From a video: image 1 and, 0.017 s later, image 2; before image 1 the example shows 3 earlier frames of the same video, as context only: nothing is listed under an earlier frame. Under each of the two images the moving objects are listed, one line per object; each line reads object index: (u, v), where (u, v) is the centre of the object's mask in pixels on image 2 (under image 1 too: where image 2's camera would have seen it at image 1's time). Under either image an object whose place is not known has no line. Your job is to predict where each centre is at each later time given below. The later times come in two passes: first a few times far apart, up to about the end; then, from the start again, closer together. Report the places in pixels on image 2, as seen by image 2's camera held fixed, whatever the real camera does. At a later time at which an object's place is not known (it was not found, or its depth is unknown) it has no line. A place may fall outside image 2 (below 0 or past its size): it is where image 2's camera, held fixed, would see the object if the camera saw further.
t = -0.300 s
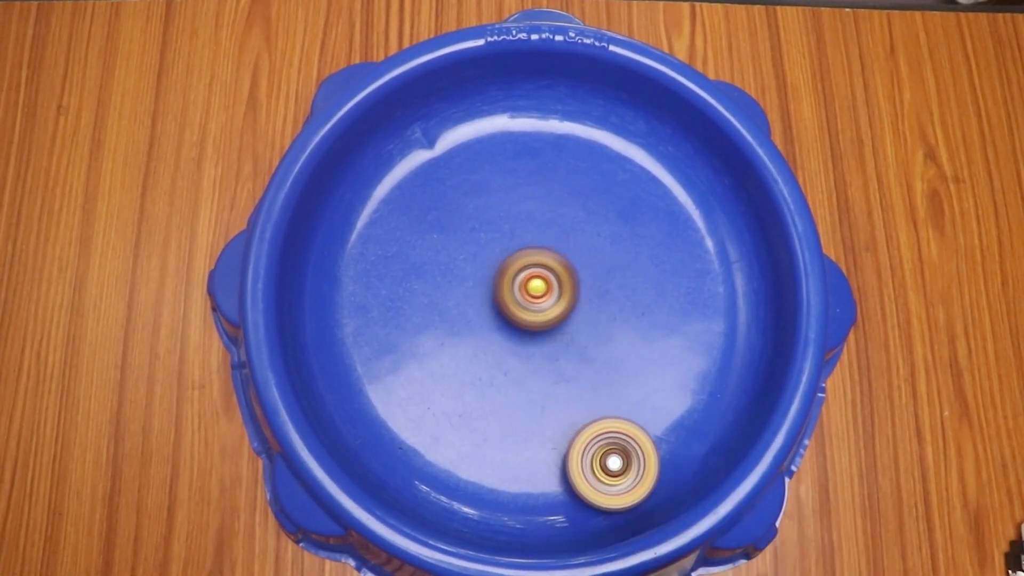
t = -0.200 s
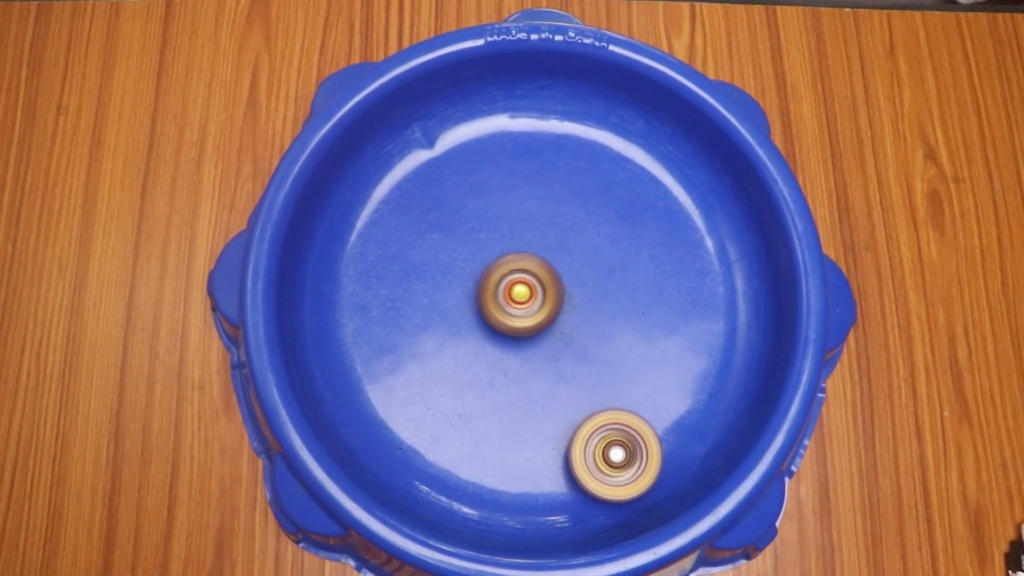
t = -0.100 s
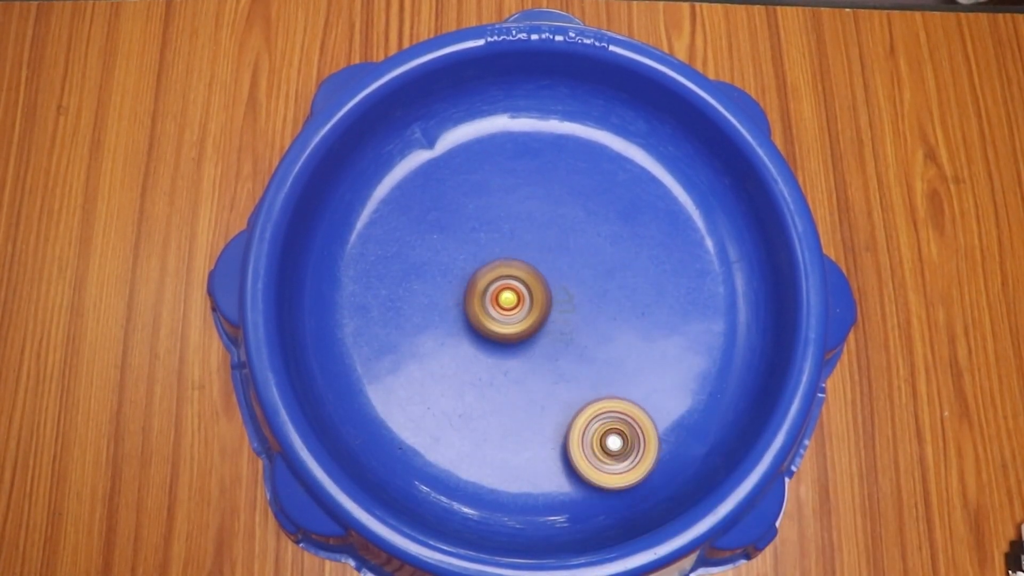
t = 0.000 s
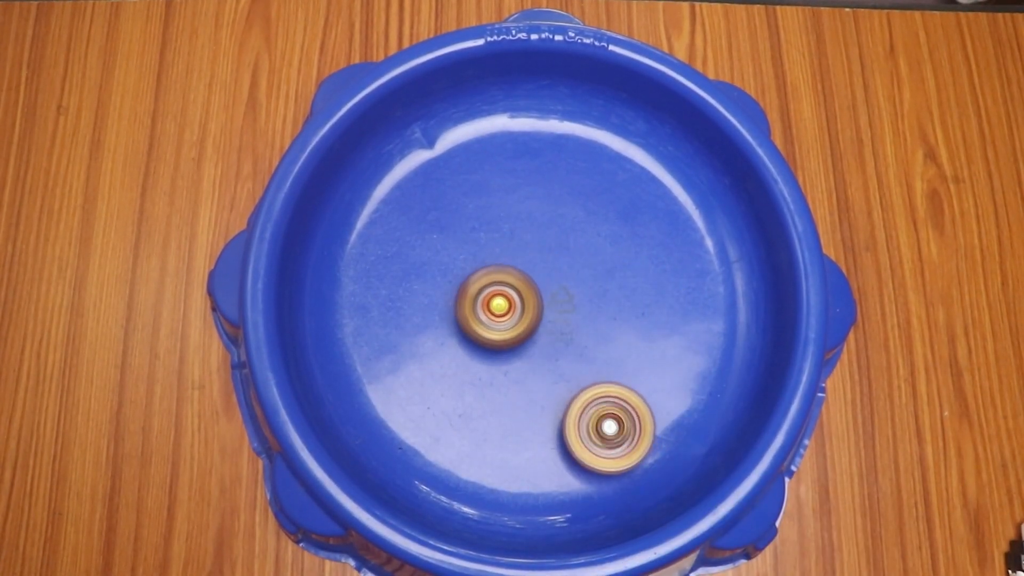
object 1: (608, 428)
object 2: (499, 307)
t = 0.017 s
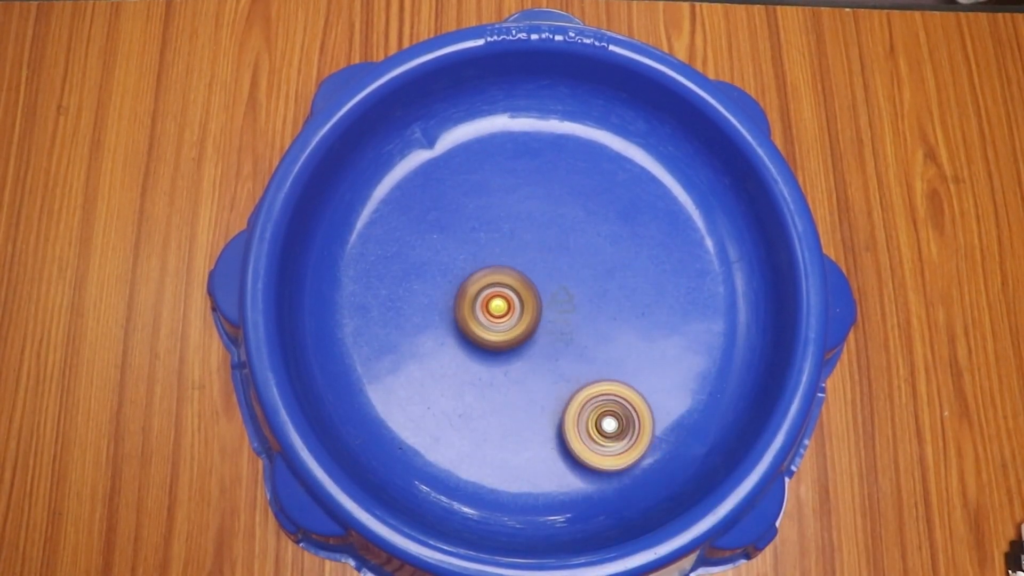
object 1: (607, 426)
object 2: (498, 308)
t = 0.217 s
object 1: (593, 391)
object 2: (495, 316)
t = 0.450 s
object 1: (593, 358)
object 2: (476, 295)
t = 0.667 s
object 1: (600, 326)
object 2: (456, 265)
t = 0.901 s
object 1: (600, 287)
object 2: (459, 244)
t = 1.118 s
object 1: (593, 255)
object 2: (474, 233)
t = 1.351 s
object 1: (597, 233)
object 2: (476, 222)
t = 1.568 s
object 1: (623, 225)
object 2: (435, 210)
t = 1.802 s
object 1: (641, 227)
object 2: (443, 215)
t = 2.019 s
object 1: (651, 236)
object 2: (468, 224)
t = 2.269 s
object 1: (651, 257)
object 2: (507, 237)
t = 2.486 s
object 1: (638, 281)
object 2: (545, 254)
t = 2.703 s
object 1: (635, 315)
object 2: (547, 255)
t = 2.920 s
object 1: (617, 348)
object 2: (554, 264)
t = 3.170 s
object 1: (593, 381)
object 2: (564, 282)
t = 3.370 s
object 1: (569, 401)
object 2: (571, 296)
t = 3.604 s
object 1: (537, 411)
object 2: (580, 307)
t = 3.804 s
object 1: (513, 407)
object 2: (583, 312)
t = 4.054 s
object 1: (493, 393)
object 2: (577, 314)
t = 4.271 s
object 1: (486, 369)
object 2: (573, 317)
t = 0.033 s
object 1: (607, 423)
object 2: (497, 309)
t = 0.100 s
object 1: (602, 412)
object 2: (495, 313)
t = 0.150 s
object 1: (598, 403)
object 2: (494, 315)
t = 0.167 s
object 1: (597, 400)
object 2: (495, 315)
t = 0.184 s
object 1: (596, 397)
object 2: (494, 316)
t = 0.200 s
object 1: (594, 394)
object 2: (495, 316)
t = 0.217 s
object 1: (593, 391)
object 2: (495, 316)
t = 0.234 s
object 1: (592, 388)
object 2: (495, 317)
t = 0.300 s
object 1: (586, 374)
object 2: (497, 318)
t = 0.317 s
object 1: (585, 371)
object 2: (498, 318)
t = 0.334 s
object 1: (583, 368)
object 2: (499, 318)
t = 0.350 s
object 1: (582, 364)
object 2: (500, 319)
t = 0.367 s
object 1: (584, 363)
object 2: (498, 316)
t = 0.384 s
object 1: (587, 363)
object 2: (492, 311)
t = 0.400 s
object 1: (590, 363)
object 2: (487, 306)
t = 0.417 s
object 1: (592, 362)
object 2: (483, 303)
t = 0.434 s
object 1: (593, 360)
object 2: (479, 299)
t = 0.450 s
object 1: (593, 358)
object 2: (476, 295)
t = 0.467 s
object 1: (594, 355)
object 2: (473, 292)
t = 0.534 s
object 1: (597, 347)
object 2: (465, 281)
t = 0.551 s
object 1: (598, 344)
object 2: (463, 278)
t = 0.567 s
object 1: (598, 342)
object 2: (462, 276)
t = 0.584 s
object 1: (599, 340)
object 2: (461, 274)
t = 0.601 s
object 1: (599, 337)
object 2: (459, 273)
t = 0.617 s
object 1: (599, 334)
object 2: (458, 271)
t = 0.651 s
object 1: (599, 329)
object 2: (456, 267)
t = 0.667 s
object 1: (600, 326)
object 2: (456, 265)
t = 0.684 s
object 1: (600, 323)
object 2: (455, 263)
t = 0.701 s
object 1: (601, 321)
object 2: (455, 262)
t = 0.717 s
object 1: (601, 318)
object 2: (455, 260)
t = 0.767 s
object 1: (601, 310)
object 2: (455, 256)
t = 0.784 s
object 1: (601, 307)
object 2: (455, 254)
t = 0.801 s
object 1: (601, 304)
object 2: (455, 253)
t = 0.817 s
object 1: (601, 301)
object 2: (456, 251)
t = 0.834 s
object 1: (601, 299)
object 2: (457, 250)
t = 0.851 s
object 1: (601, 296)
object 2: (457, 249)
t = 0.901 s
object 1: (600, 287)
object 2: (459, 244)
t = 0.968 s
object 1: (599, 277)
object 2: (462, 240)
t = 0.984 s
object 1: (598, 274)
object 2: (463, 239)
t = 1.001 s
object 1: (597, 271)
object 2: (464, 238)
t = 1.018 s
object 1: (597, 269)
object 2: (465, 237)
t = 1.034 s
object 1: (597, 266)
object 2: (467, 237)
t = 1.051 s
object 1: (596, 264)
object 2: (468, 236)
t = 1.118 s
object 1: (593, 255)
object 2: (474, 233)
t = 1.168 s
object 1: (591, 249)
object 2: (478, 231)
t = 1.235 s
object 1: (587, 241)
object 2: (485, 229)
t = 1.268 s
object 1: (586, 238)
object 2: (489, 227)
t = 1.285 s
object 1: (585, 236)
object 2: (491, 227)
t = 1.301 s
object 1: (584, 234)
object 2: (493, 227)
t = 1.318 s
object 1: (584, 234)
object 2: (493, 226)
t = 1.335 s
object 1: (592, 233)
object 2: (484, 223)
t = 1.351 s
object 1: (597, 233)
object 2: (476, 222)
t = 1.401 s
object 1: (608, 231)
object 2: (459, 217)
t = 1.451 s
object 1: (613, 229)
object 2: (448, 213)
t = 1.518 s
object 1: (619, 227)
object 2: (439, 210)
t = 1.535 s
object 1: (620, 226)
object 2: (437, 210)
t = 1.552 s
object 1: (622, 226)
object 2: (436, 210)
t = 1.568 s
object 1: (623, 225)
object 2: (435, 210)
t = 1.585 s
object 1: (625, 225)
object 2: (435, 210)
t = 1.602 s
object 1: (626, 225)
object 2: (435, 209)
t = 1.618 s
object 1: (628, 225)
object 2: (435, 210)
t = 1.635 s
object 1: (629, 225)
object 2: (435, 210)
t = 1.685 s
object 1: (633, 225)
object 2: (435, 210)
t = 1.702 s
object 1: (634, 225)
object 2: (436, 211)
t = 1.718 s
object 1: (635, 225)
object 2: (437, 212)
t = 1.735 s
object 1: (637, 226)
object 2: (438, 213)
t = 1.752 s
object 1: (638, 226)
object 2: (439, 213)
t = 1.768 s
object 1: (639, 226)
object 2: (441, 214)
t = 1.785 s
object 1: (640, 227)
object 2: (442, 214)
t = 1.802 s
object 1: (641, 227)
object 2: (443, 215)
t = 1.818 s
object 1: (642, 228)
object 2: (444, 216)
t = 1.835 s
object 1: (643, 228)
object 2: (446, 217)
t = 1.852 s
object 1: (644, 228)
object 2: (447, 217)
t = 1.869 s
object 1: (645, 229)
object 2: (449, 218)
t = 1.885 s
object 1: (646, 230)
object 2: (451, 219)
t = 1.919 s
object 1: (647, 231)
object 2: (455, 220)
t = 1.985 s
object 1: (650, 234)
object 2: (462, 223)
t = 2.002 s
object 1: (650, 235)
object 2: (465, 224)
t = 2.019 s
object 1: (651, 236)
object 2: (468, 224)
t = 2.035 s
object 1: (651, 237)
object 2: (470, 225)
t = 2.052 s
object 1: (652, 239)
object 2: (472, 226)
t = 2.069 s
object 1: (652, 240)
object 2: (474, 226)
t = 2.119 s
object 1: (653, 244)
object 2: (482, 229)
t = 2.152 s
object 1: (653, 246)
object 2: (488, 231)
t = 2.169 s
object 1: (653, 248)
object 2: (490, 231)
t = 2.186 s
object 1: (653, 249)
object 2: (492, 232)
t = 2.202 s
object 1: (652, 251)
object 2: (495, 233)
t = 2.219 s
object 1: (652, 252)
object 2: (497, 234)
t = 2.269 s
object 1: (651, 257)
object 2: (507, 237)
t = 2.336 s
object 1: (648, 264)
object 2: (517, 243)
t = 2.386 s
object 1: (645, 270)
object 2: (527, 246)
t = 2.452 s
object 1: (641, 277)
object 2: (538, 252)
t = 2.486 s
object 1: (638, 281)
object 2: (545, 254)
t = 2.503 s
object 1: (637, 283)
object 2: (548, 256)
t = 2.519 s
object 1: (636, 285)
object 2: (550, 257)
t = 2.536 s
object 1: (638, 288)
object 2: (548, 256)
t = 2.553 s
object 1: (638, 292)
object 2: (547, 255)
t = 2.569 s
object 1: (638, 294)
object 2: (547, 255)
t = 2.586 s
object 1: (638, 296)
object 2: (546, 254)
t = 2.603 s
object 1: (638, 299)
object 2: (546, 254)
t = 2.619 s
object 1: (637, 302)
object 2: (545, 253)
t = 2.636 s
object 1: (637, 304)
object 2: (545, 253)
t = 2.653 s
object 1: (637, 307)
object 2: (545, 253)
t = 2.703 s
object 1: (635, 315)
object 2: (547, 255)
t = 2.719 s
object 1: (634, 318)
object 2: (547, 255)
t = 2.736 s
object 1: (633, 320)
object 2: (547, 256)
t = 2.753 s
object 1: (632, 323)
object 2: (547, 257)
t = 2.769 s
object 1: (631, 326)
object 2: (548, 257)
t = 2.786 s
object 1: (629, 328)
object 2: (549, 257)
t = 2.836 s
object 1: (625, 336)
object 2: (551, 260)
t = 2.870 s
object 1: (622, 341)
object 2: (553, 262)
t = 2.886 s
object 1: (621, 343)
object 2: (554, 262)
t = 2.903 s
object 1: (619, 346)
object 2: (554, 263)
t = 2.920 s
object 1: (617, 348)
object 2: (554, 264)
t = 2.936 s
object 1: (616, 350)
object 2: (555, 266)
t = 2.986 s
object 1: (611, 357)
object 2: (558, 268)
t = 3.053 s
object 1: (605, 367)
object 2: (562, 274)
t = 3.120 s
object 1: (599, 375)
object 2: (563, 280)
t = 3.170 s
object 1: (593, 381)
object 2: (564, 282)
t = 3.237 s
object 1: (585, 389)
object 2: (568, 286)
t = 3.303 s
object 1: (577, 396)
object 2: (571, 293)
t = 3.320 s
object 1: (575, 397)
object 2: (571, 294)
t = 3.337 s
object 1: (573, 399)
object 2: (571, 295)
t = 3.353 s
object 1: (571, 400)
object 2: (571, 295)
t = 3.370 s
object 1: (569, 401)
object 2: (571, 296)
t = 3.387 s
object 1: (567, 402)
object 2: (572, 296)
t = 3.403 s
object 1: (565, 403)
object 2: (574, 297)
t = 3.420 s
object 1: (562, 404)
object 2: (575, 297)
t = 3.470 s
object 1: (555, 407)
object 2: (579, 301)
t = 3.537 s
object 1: (547, 410)
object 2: (581, 307)
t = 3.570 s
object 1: (542, 410)
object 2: (581, 307)
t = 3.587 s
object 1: (540, 410)
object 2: (580, 307)
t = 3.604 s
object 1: (537, 411)
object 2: (580, 307)
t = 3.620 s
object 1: (535, 411)
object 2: (580, 307)
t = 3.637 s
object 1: (533, 411)
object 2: (582, 306)
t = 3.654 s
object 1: (531, 411)
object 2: (582, 305)
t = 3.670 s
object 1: (529, 411)
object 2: (584, 306)
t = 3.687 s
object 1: (526, 410)
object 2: (585, 307)
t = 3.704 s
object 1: (524, 410)
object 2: (586, 308)
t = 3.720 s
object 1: (522, 410)
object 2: (587, 309)
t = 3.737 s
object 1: (520, 410)
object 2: (586, 310)
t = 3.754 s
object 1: (518, 409)
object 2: (585, 311)
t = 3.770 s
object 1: (516, 409)
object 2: (584, 313)
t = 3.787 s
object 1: (514, 408)
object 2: (584, 313)
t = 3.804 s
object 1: (513, 407)
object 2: (583, 312)
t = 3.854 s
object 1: (508, 405)
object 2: (582, 310)
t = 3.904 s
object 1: (503, 403)
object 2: (584, 308)
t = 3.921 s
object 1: (502, 402)
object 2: (585, 310)
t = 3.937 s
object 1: (500, 401)
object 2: (585, 311)
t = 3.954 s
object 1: (499, 400)
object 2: (585, 312)
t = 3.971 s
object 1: (498, 399)
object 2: (584, 313)
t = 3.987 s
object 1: (497, 398)
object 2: (583, 314)
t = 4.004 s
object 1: (496, 397)
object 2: (582, 315)
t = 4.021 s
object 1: (495, 395)
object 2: (580, 314)
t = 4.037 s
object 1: (494, 394)
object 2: (578, 314)
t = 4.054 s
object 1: (493, 393)
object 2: (577, 314)
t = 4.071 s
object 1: (492, 391)
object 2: (576, 314)
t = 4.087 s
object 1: (491, 389)
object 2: (575, 312)
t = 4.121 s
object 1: (490, 386)
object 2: (574, 310)
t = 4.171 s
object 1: (488, 381)
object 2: (576, 310)
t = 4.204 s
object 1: (487, 377)
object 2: (577, 312)
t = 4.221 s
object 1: (487, 375)
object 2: (577, 313)
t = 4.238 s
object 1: (487, 373)
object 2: (576, 314)
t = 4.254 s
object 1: (486, 371)
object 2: (574, 316)
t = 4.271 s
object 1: (486, 369)
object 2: (573, 317)
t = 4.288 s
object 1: (486, 367)
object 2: (571, 318)
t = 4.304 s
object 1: (486, 365)
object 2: (569, 318)
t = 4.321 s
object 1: (486, 363)
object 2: (566, 318)
